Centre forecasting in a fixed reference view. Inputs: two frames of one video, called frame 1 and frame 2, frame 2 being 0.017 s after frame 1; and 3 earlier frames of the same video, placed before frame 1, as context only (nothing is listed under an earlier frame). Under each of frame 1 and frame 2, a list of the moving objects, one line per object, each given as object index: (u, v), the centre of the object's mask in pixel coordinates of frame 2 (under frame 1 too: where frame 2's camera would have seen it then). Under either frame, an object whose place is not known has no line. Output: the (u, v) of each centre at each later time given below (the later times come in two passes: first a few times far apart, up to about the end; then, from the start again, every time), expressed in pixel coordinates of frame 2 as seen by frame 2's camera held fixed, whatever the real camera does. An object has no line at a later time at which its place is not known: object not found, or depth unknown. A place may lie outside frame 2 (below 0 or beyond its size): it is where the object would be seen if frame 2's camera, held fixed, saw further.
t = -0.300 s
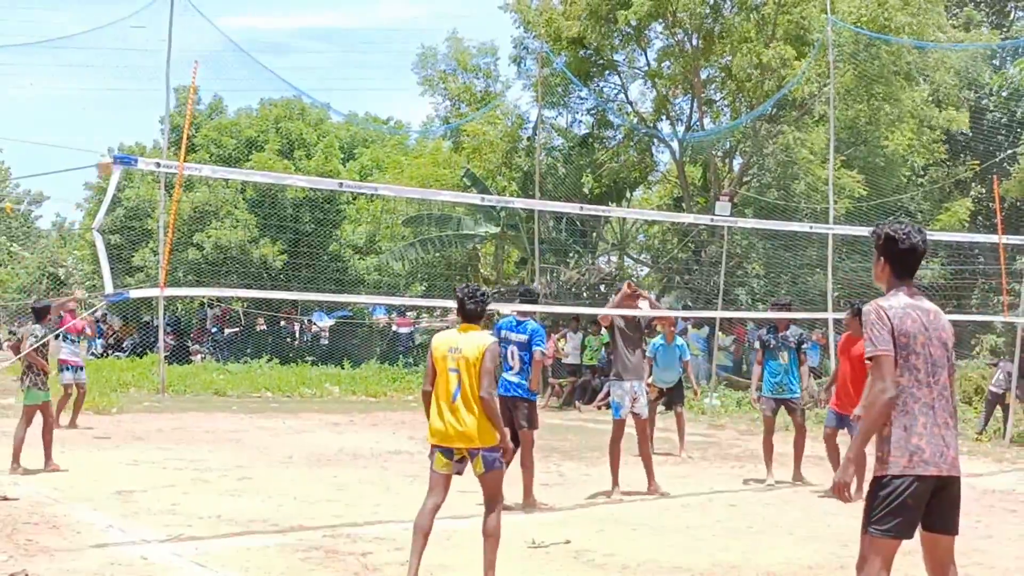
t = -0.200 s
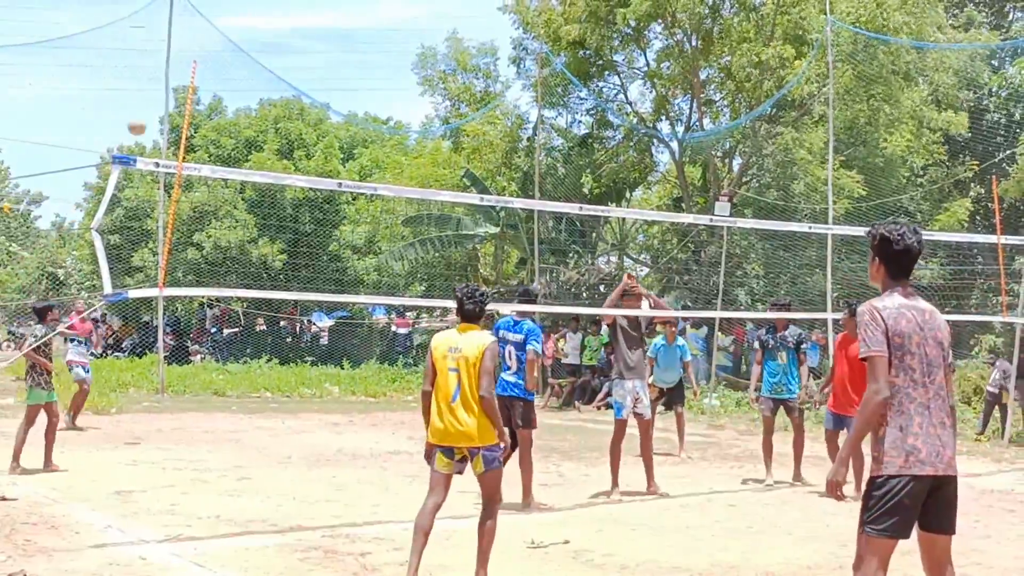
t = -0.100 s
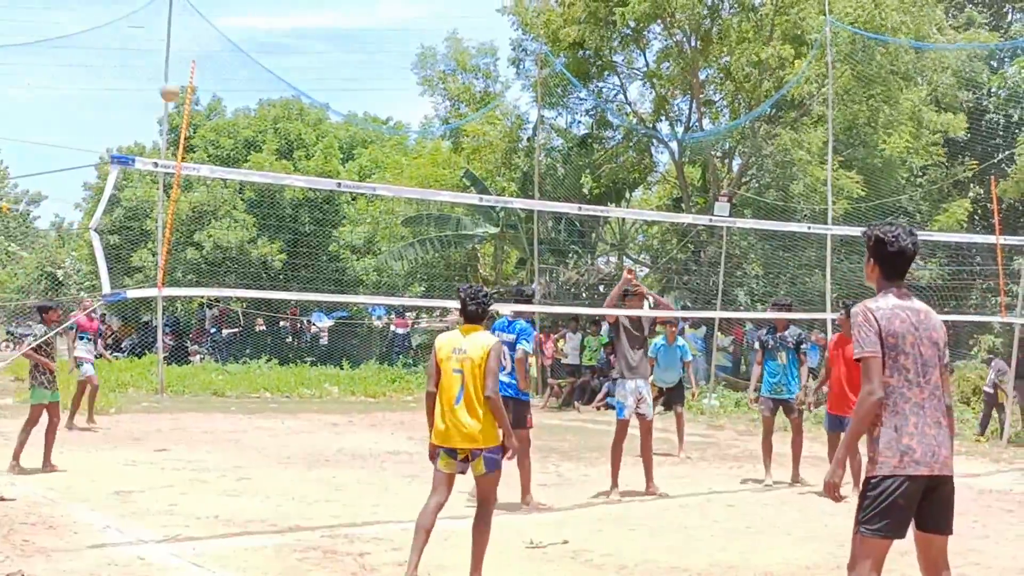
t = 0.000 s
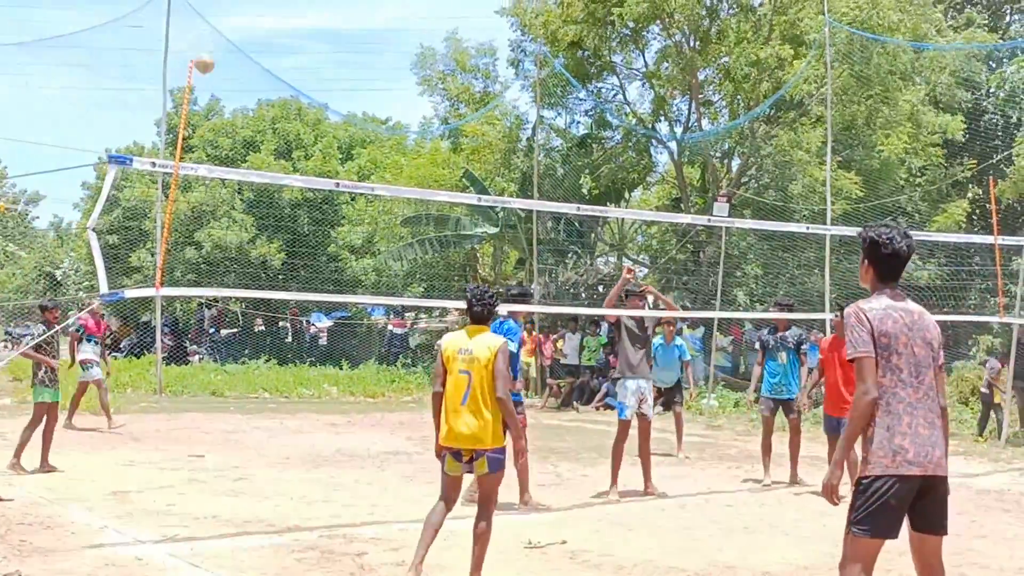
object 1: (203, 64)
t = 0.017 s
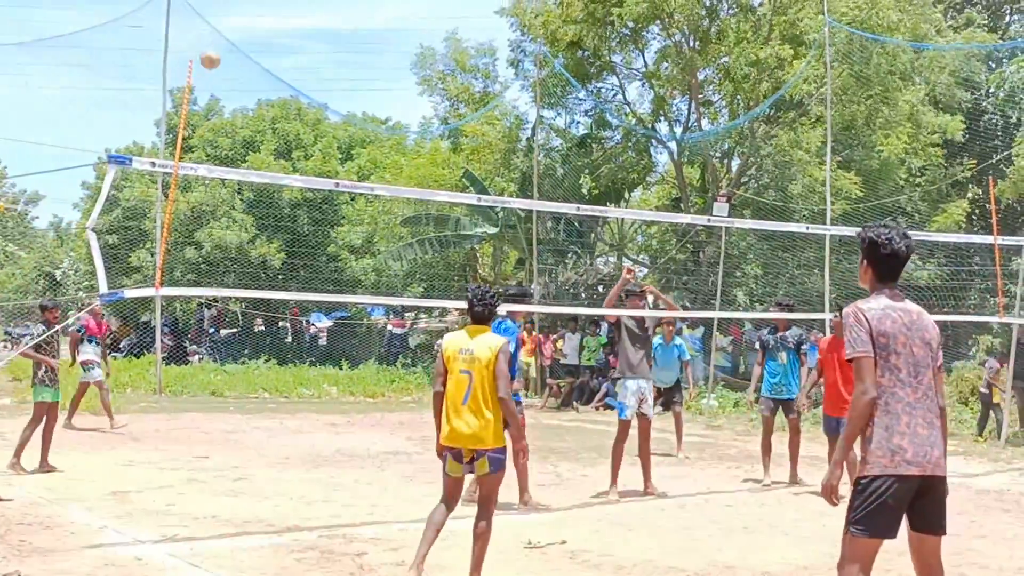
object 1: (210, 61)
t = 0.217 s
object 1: (288, 28)
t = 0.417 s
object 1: (380, 36)
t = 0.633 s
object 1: (504, 112)
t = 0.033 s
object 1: (216, 56)
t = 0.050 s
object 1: (222, 52)
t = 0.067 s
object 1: (228, 49)
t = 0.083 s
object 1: (235, 47)
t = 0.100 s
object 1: (241, 43)
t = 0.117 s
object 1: (247, 41)
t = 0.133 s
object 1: (253, 38)
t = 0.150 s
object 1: (261, 35)
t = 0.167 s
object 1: (267, 33)
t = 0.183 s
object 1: (274, 31)
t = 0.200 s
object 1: (281, 29)
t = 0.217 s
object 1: (288, 28)
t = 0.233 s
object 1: (295, 27)
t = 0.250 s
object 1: (302, 26)
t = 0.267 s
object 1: (309, 26)
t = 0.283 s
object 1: (317, 26)
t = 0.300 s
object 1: (324, 25)
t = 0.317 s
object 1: (332, 26)
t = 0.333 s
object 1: (340, 26)
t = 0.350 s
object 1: (347, 28)
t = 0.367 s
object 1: (355, 29)
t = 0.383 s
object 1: (363, 31)
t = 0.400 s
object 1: (372, 33)
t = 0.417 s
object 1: (380, 36)
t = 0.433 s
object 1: (389, 39)
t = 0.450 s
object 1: (398, 43)
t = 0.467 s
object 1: (407, 46)
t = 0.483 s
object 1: (415, 50)
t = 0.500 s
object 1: (424, 56)
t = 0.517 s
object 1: (434, 60)
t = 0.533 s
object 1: (443, 66)
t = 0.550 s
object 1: (453, 73)
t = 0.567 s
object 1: (464, 80)
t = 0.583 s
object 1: (474, 87)
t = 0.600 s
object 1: (484, 95)
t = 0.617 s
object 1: (494, 103)
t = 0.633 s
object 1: (504, 112)
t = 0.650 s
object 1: (516, 122)
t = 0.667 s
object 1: (527, 130)
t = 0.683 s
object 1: (539, 141)
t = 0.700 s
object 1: (550, 152)
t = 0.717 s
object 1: (563, 164)
